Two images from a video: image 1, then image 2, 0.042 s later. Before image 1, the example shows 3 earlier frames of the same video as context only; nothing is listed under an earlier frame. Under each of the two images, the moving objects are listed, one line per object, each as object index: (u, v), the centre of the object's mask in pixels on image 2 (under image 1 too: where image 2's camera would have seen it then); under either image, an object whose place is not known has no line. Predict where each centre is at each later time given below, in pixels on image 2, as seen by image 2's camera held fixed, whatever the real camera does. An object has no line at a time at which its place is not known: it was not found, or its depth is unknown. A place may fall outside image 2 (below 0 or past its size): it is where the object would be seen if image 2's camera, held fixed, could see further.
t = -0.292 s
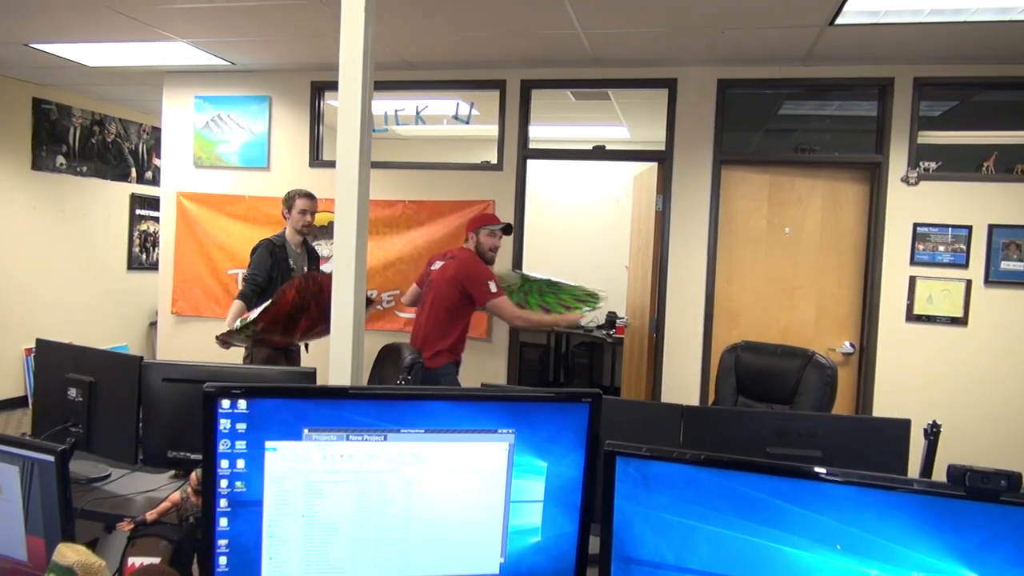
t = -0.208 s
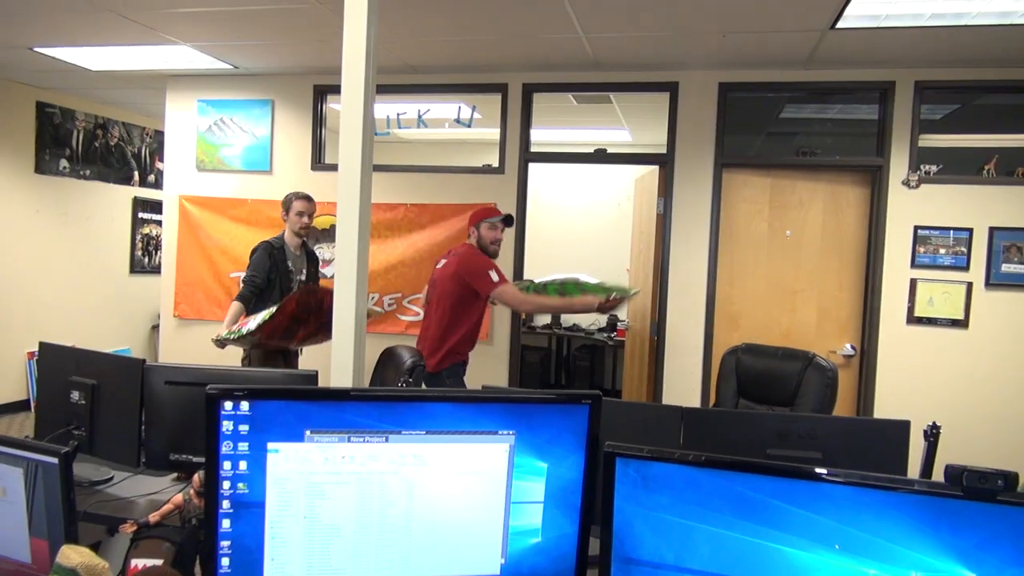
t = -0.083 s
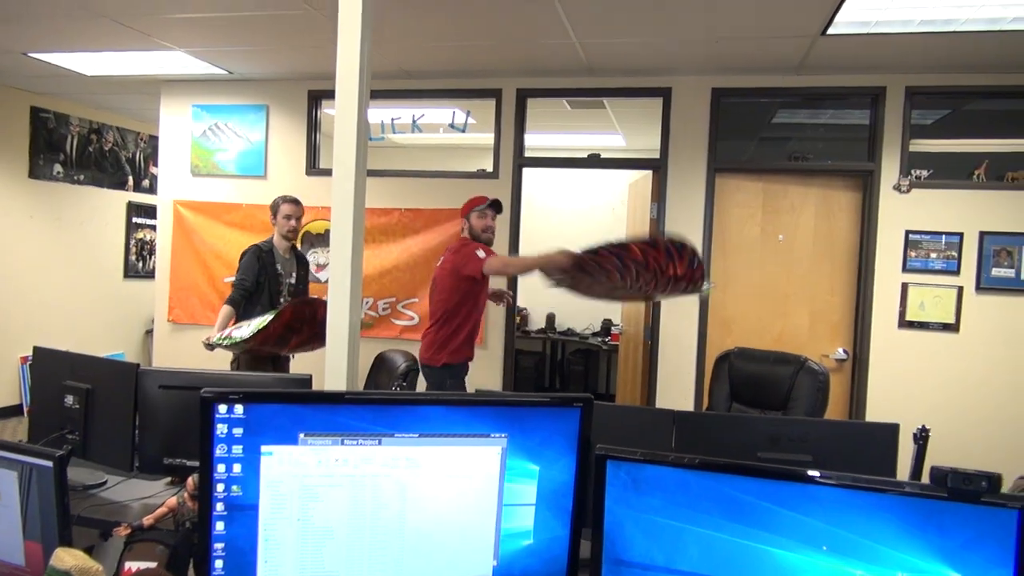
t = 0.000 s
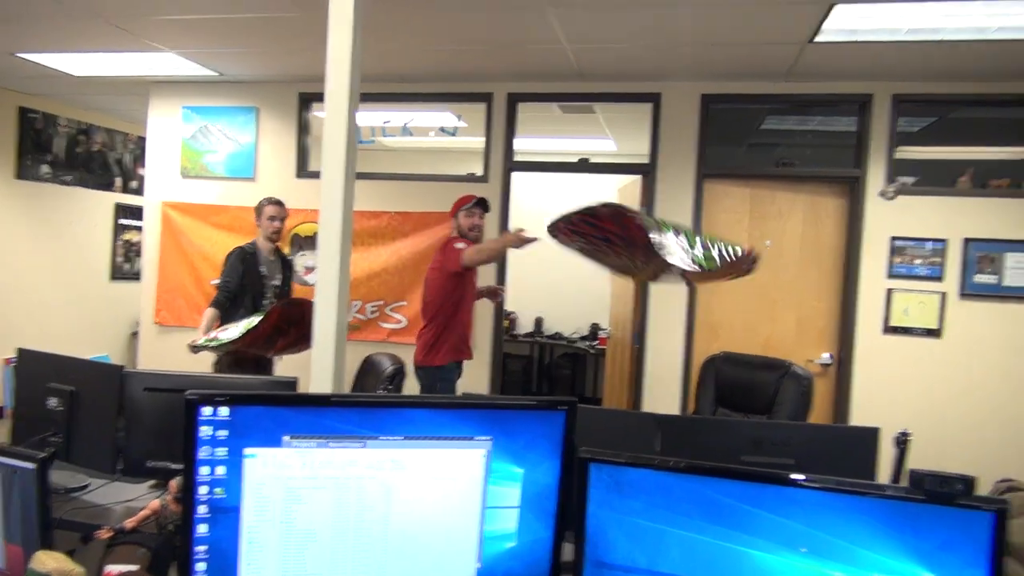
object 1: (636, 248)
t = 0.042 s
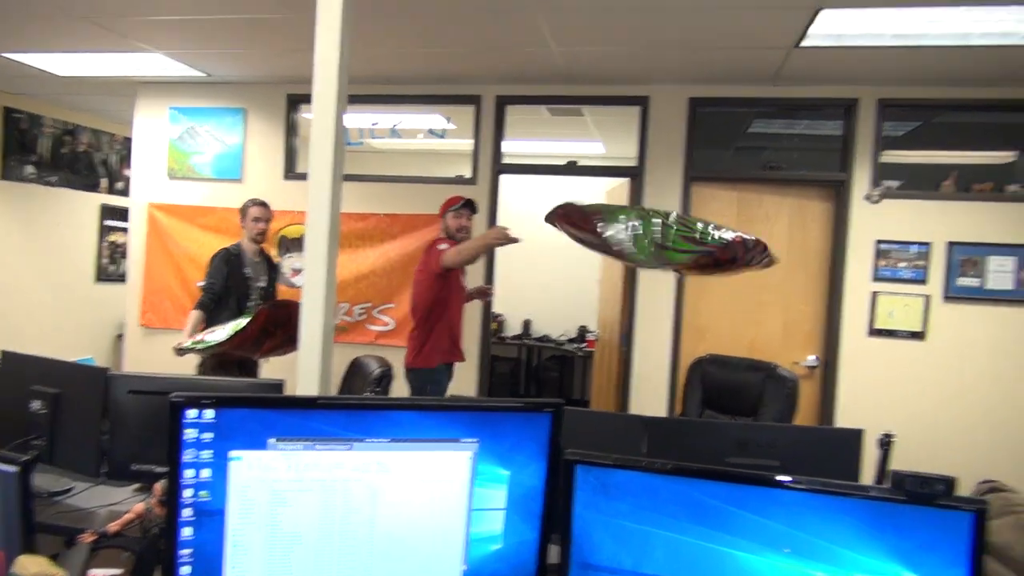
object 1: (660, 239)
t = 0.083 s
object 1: (680, 237)
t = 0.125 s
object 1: (704, 242)
